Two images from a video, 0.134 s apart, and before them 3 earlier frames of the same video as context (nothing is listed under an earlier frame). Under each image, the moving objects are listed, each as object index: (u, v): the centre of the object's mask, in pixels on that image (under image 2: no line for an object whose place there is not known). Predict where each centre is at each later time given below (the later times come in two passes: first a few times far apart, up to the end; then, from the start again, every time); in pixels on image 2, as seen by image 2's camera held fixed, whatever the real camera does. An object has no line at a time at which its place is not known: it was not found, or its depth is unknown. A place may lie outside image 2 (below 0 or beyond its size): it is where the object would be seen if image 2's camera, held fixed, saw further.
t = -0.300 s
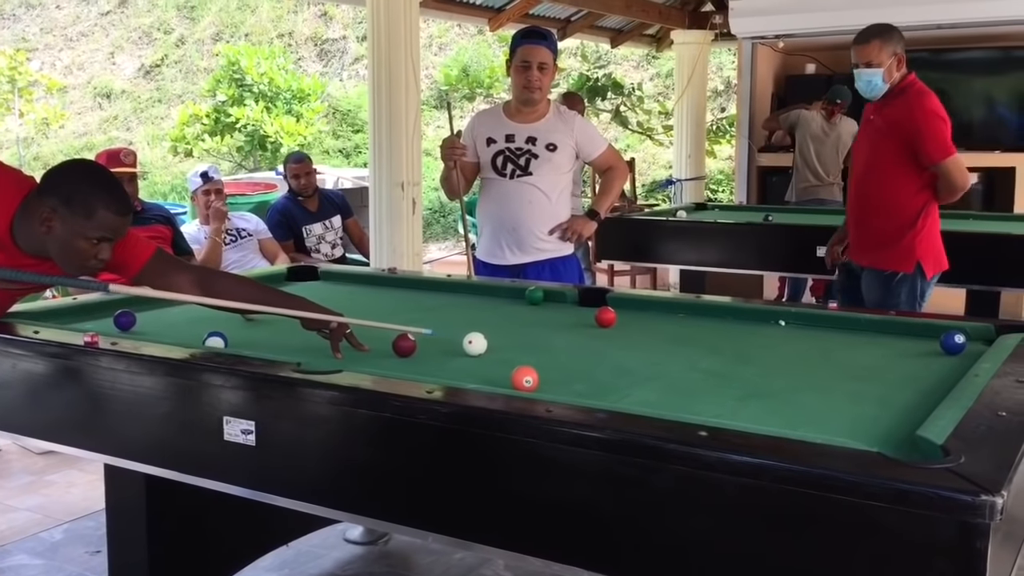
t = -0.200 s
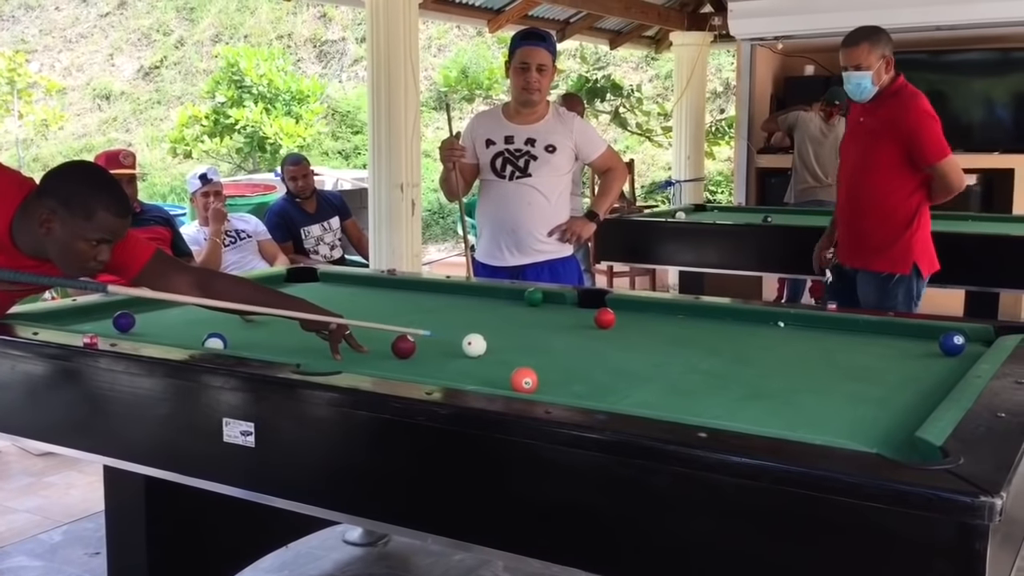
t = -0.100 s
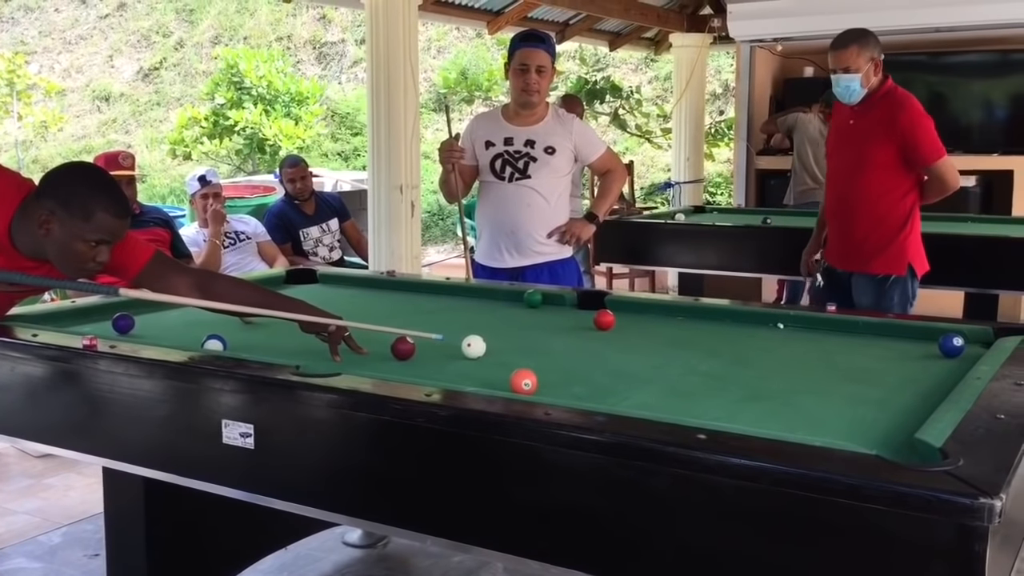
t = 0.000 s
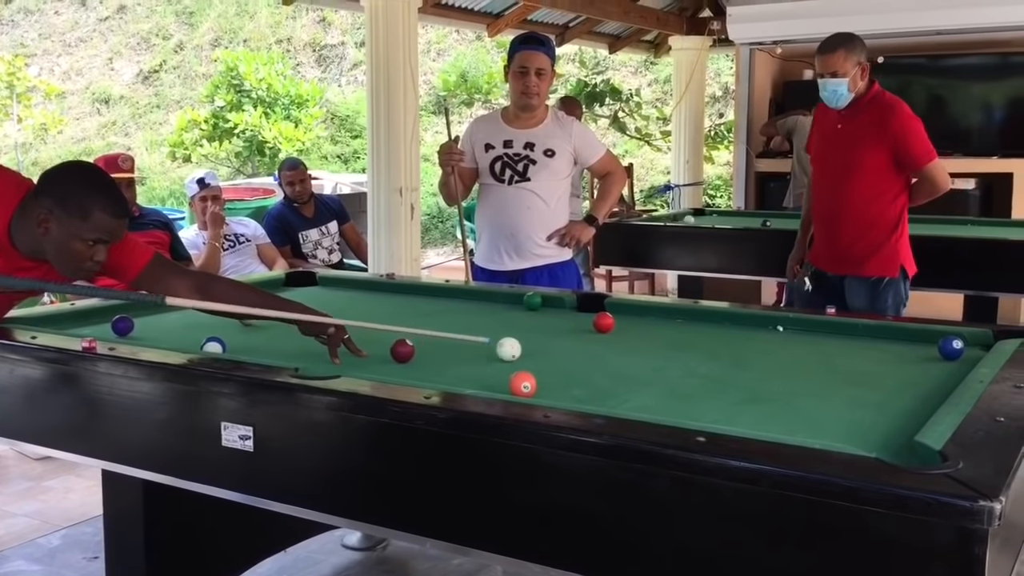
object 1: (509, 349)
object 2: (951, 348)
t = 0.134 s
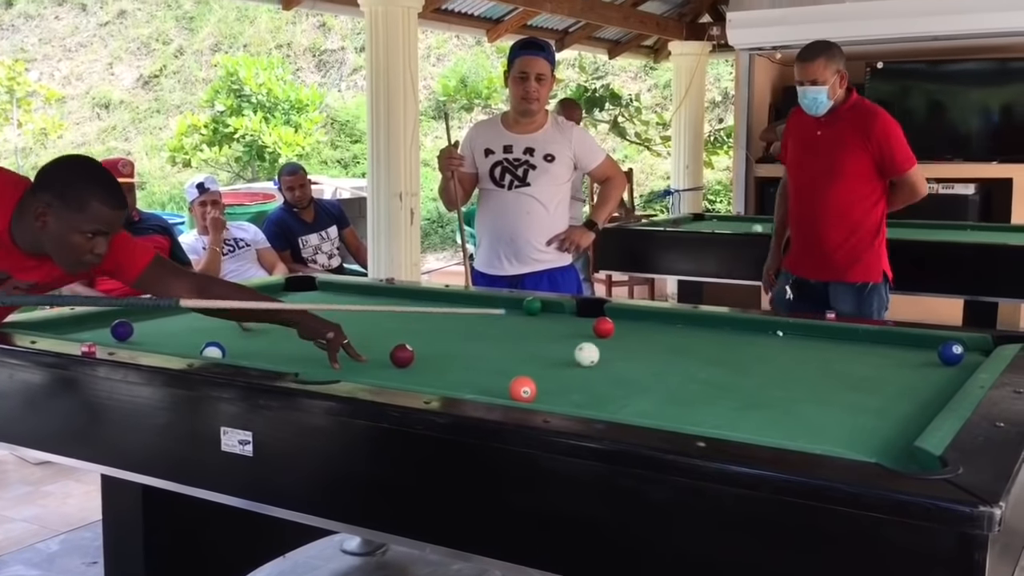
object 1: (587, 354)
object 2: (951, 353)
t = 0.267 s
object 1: (665, 355)
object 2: (951, 353)
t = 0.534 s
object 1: (821, 355)
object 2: (951, 353)
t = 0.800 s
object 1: (956, 359)
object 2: (972, 349)
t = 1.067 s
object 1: (931, 359)
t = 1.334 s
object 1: (881, 357)
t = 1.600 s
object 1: (836, 354)
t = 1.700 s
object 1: (820, 353)
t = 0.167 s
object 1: (606, 354)
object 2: (951, 353)
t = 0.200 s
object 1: (626, 354)
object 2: (951, 353)
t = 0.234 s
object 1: (645, 354)
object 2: (951, 353)
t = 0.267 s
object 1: (665, 355)
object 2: (951, 353)
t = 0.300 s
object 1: (684, 354)
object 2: (951, 353)
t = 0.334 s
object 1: (704, 354)
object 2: (951, 353)
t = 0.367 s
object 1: (723, 354)
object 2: (951, 353)
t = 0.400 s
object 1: (743, 355)
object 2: (951, 353)
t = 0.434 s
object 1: (762, 355)
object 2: (951, 353)
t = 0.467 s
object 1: (782, 355)
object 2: (951, 353)
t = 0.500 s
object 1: (802, 355)
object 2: (951, 353)
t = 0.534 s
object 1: (821, 355)
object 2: (951, 353)
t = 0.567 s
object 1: (841, 355)
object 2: (952, 353)
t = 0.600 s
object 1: (860, 355)
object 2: (951, 353)
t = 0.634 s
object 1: (879, 355)
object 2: (951, 353)
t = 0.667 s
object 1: (899, 356)
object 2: (951, 354)
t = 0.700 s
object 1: (918, 356)
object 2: (951, 354)
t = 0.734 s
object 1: (936, 356)
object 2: (955, 352)
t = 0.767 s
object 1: (946, 358)
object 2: (964, 351)
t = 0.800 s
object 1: (956, 359)
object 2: (972, 349)
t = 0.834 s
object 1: (967, 361)
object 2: (979, 347)
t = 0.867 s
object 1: (970, 361)
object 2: (981, 346)
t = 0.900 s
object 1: (964, 361)
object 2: (986, 347)
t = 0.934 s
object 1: (957, 361)
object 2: (992, 345)
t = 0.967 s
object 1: (951, 361)
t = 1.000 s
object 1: (944, 360)
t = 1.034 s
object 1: (937, 360)
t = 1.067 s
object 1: (931, 359)
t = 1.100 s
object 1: (925, 359)
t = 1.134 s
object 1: (918, 359)
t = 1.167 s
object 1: (912, 359)
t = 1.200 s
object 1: (905, 358)
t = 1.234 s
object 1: (899, 358)
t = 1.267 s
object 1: (893, 357)
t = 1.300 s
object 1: (887, 357)
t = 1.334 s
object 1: (881, 357)
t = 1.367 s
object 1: (875, 357)
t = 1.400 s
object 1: (869, 356)
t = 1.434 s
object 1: (864, 356)
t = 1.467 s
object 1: (858, 355)
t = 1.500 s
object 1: (852, 355)
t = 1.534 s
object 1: (847, 355)
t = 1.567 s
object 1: (841, 354)
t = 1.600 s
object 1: (836, 354)
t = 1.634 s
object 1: (831, 354)
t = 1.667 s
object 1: (825, 353)
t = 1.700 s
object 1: (820, 353)
